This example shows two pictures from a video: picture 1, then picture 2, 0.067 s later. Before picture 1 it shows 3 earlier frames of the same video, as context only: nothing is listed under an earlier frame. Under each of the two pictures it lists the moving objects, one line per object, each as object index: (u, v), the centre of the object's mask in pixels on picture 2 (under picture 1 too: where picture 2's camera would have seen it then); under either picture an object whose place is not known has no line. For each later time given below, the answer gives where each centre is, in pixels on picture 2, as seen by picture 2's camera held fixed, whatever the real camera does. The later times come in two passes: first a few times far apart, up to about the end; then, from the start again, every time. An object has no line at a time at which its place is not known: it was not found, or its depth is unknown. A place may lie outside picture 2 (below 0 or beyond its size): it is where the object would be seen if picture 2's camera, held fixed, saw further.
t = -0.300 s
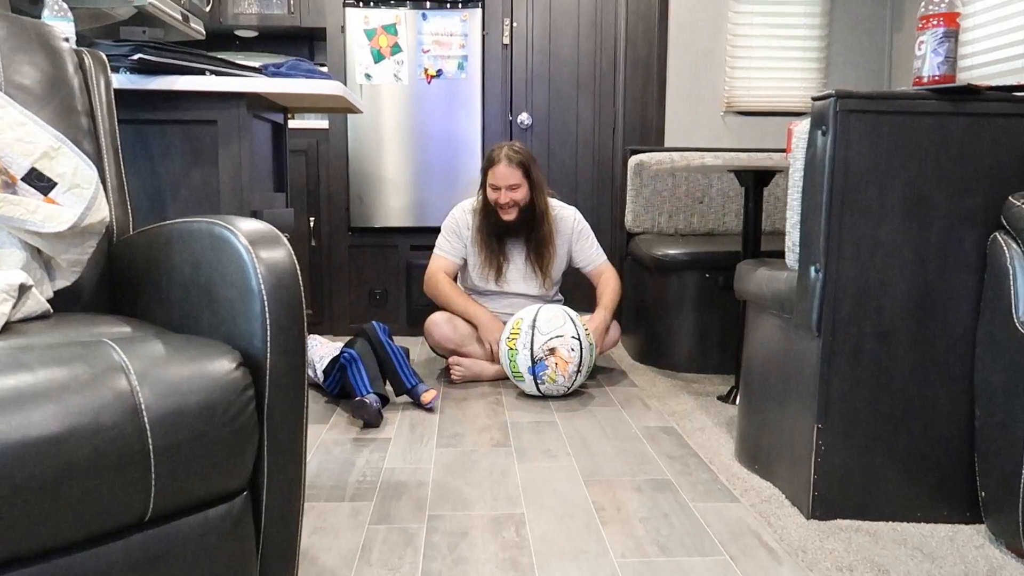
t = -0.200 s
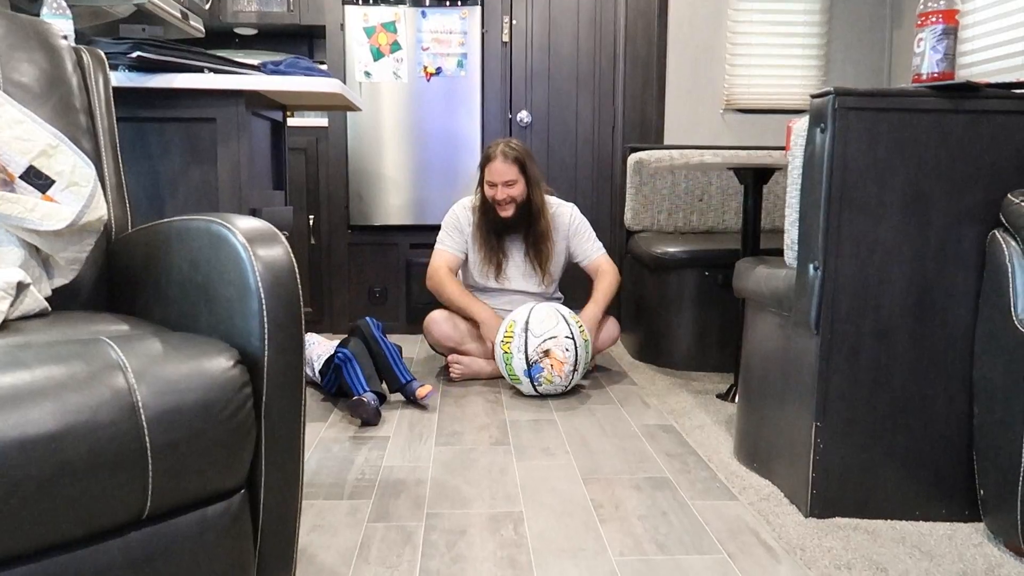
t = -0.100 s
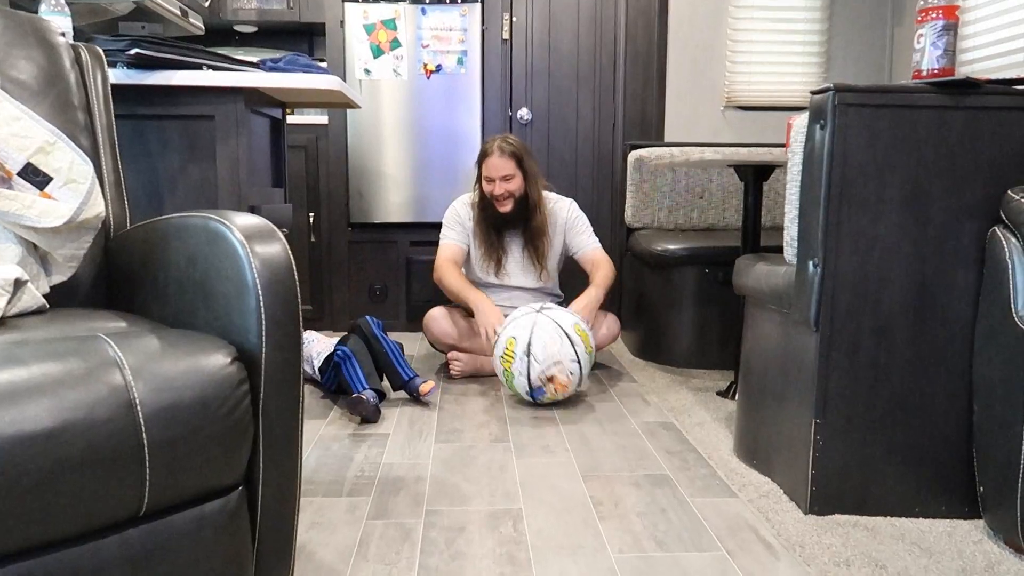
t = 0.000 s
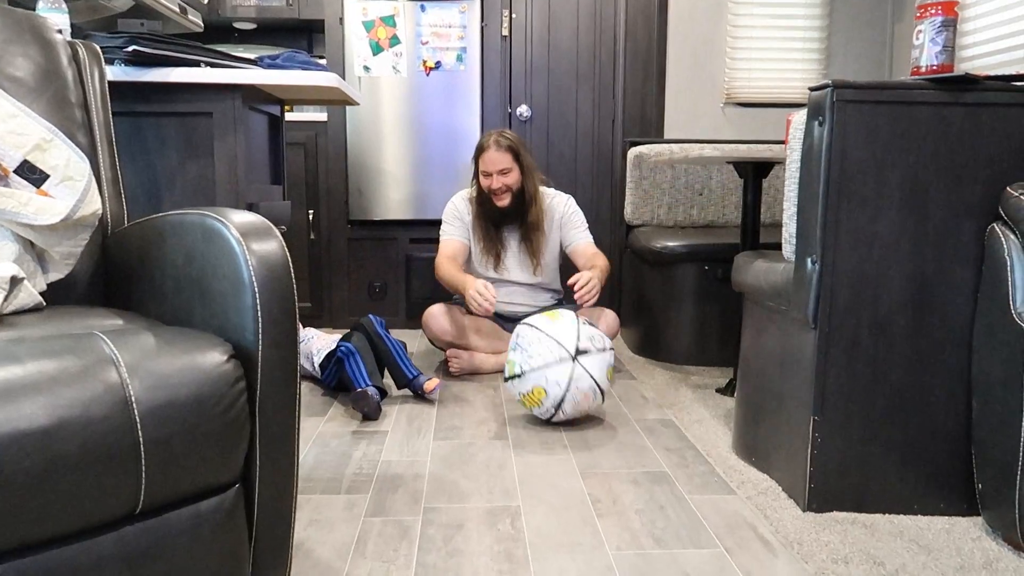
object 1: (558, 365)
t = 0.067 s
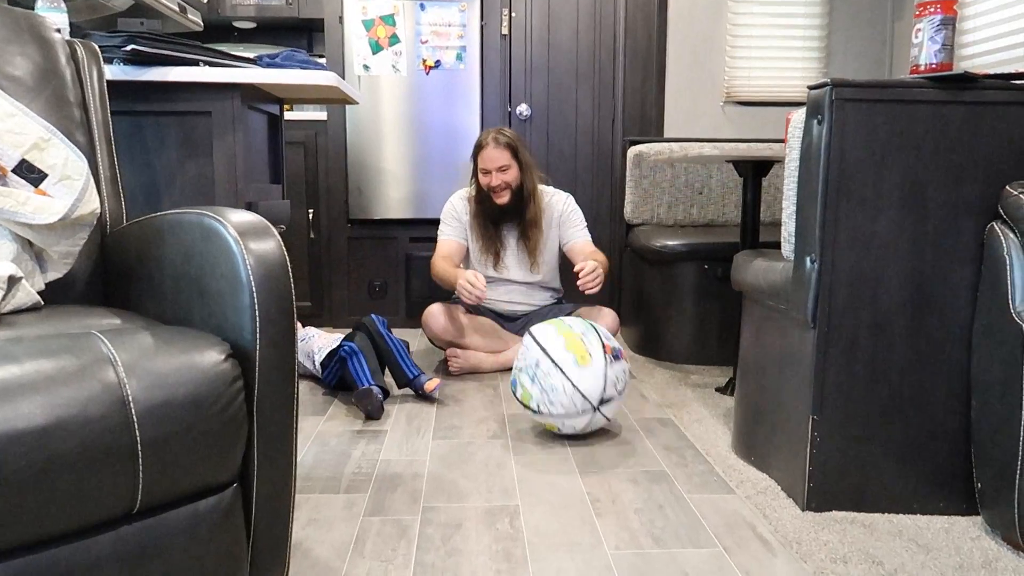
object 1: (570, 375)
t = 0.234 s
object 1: (602, 398)
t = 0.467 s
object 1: (649, 429)
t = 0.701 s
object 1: (697, 449)
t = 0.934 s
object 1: (727, 462)
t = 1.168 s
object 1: (746, 471)
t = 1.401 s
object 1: (757, 478)
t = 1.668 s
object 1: (766, 491)
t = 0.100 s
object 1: (576, 383)
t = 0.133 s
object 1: (582, 387)
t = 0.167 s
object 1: (588, 389)
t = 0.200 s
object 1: (595, 393)
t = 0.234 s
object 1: (602, 398)
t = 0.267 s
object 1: (608, 404)
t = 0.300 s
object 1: (615, 410)
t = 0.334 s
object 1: (621, 413)
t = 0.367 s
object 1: (628, 417)
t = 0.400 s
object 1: (635, 423)
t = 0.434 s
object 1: (642, 428)
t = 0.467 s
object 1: (649, 429)
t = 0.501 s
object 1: (656, 431)
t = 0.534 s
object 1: (664, 435)
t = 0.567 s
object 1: (672, 442)
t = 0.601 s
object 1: (679, 449)
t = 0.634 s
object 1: (685, 450)
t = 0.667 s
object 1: (691, 449)
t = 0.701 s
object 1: (697, 449)
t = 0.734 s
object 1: (702, 451)
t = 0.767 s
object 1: (706, 455)
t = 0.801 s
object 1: (711, 459)
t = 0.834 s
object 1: (716, 457)
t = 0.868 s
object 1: (721, 457)
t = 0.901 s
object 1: (724, 458)
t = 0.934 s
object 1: (727, 462)
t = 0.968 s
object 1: (731, 463)
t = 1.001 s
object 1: (734, 463)
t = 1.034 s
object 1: (737, 465)
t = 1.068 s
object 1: (739, 468)
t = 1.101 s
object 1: (742, 468)
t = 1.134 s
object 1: (744, 469)
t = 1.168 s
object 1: (746, 471)
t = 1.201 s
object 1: (748, 471)
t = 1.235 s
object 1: (750, 473)
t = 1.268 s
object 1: (752, 474)
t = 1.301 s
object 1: (753, 475)
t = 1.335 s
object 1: (755, 476)
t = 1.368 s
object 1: (756, 477)
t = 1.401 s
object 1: (757, 478)
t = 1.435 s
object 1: (759, 479)
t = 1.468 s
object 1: (760, 481)
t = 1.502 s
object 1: (761, 482)
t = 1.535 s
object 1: (762, 484)
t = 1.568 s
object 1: (763, 486)
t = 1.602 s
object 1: (765, 487)
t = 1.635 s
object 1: (766, 489)
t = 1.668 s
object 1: (766, 491)
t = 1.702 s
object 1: (767, 493)
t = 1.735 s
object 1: (768, 495)
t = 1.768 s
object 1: (769, 497)
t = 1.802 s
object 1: (770, 498)
